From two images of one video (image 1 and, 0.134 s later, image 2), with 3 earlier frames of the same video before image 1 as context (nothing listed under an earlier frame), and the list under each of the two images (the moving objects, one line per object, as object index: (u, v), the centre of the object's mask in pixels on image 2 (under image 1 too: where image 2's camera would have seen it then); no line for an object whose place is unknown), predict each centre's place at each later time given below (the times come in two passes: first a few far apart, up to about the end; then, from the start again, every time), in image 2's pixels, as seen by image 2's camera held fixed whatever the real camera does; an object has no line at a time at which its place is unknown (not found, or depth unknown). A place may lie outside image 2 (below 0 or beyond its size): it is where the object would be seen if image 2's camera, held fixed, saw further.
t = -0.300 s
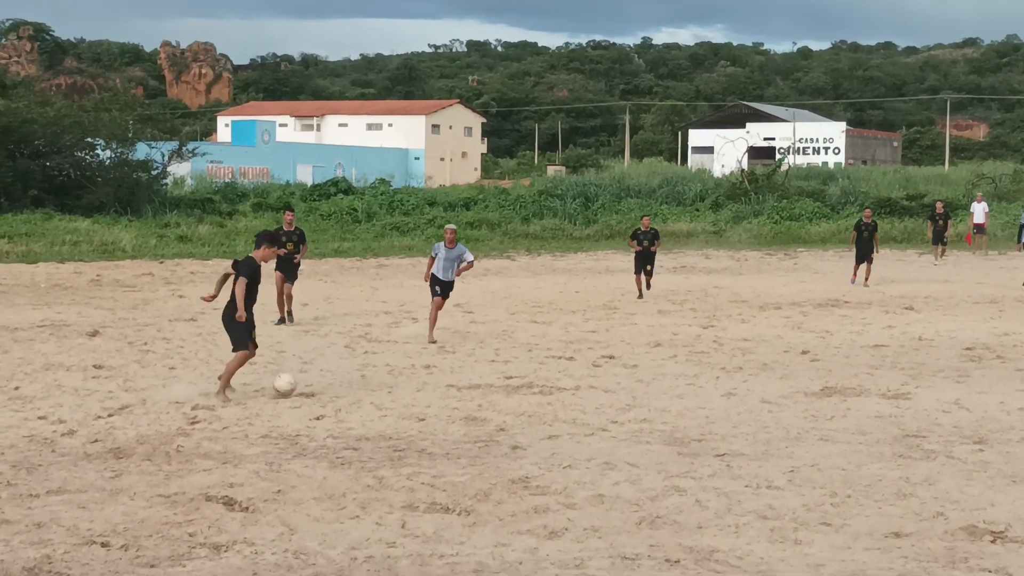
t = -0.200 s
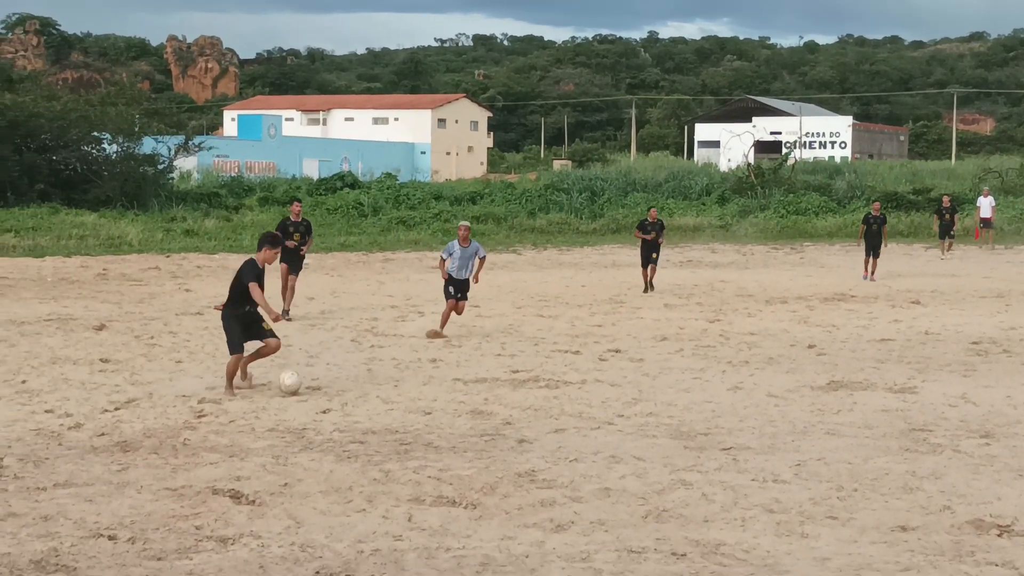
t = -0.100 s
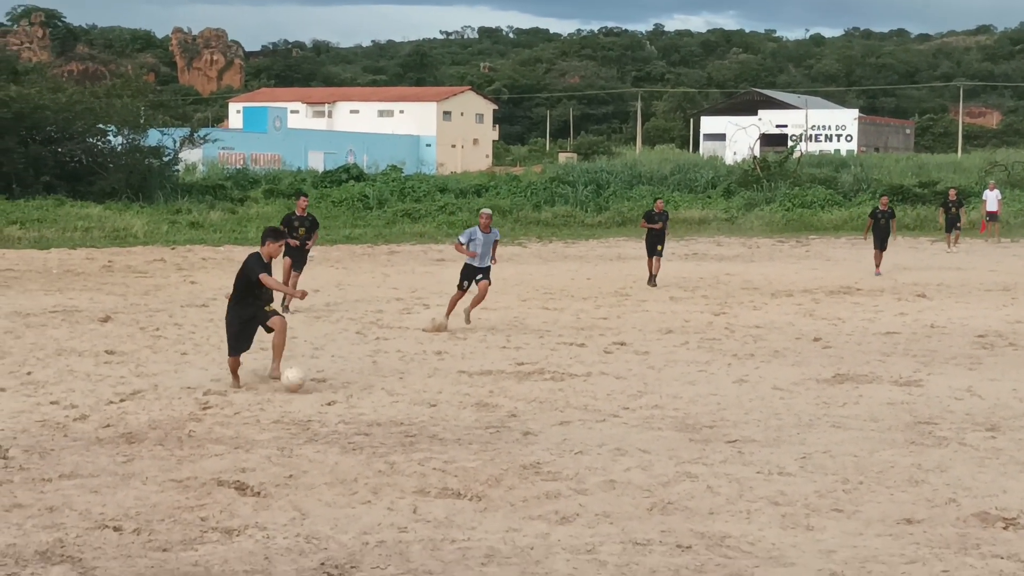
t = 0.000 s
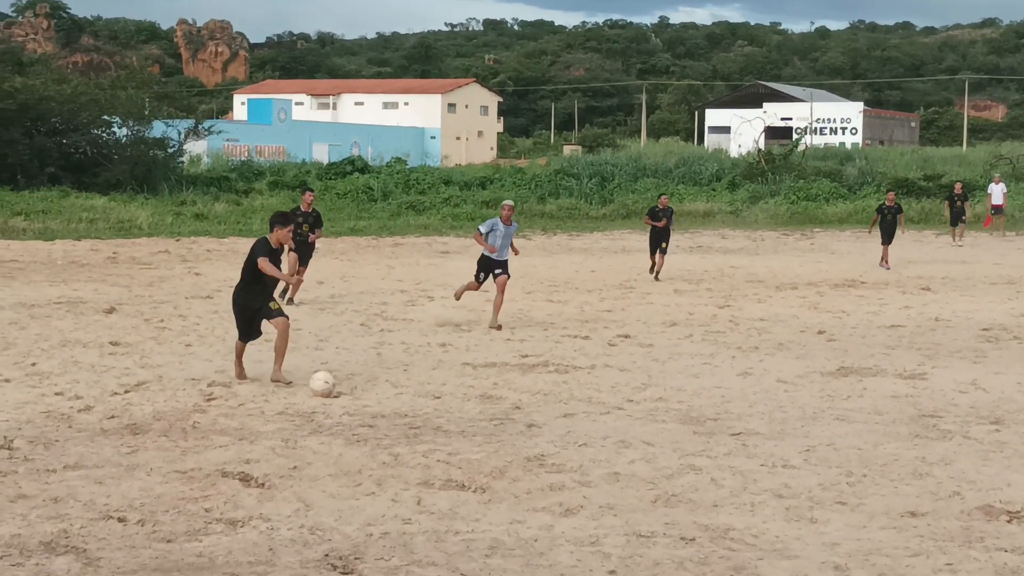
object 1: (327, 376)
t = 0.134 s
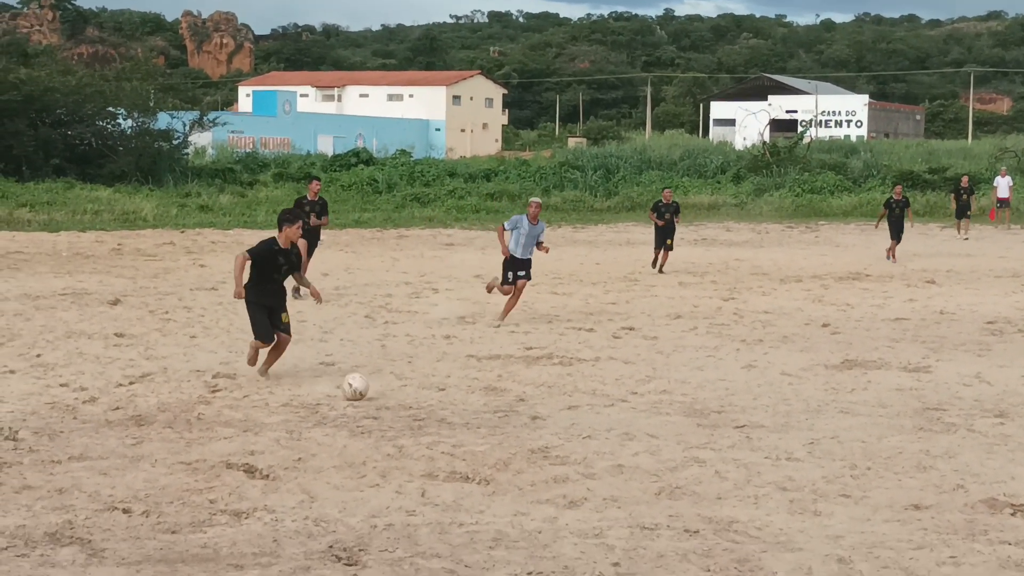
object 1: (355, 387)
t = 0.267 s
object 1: (377, 394)
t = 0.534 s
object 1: (416, 402)
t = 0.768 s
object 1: (451, 439)
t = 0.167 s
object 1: (360, 387)
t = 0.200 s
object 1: (366, 388)
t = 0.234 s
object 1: (371, 390)
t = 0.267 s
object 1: (377, 394)
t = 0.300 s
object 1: (383, 400)
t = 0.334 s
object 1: (388, 402)
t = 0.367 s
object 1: (392, 403)
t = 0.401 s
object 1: (397, 407)
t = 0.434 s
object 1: (401, 410)
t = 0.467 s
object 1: (407, 407)
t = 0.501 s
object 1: (411, 404)
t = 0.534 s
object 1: (416, 402)
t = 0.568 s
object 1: (421, 402)
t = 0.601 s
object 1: (425, 405)
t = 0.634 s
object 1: (431, 408)
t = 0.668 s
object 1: (435, 413)
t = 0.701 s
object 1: (441, 420)
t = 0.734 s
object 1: (446, 430)
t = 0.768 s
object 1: (451, 439)
